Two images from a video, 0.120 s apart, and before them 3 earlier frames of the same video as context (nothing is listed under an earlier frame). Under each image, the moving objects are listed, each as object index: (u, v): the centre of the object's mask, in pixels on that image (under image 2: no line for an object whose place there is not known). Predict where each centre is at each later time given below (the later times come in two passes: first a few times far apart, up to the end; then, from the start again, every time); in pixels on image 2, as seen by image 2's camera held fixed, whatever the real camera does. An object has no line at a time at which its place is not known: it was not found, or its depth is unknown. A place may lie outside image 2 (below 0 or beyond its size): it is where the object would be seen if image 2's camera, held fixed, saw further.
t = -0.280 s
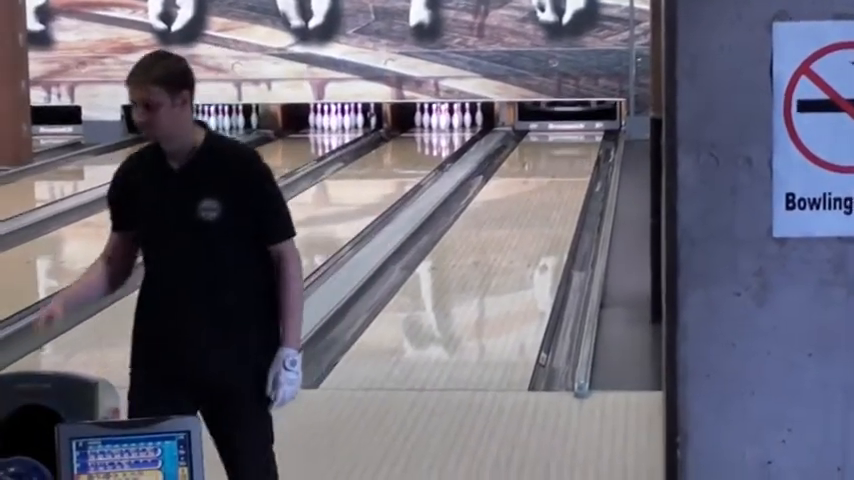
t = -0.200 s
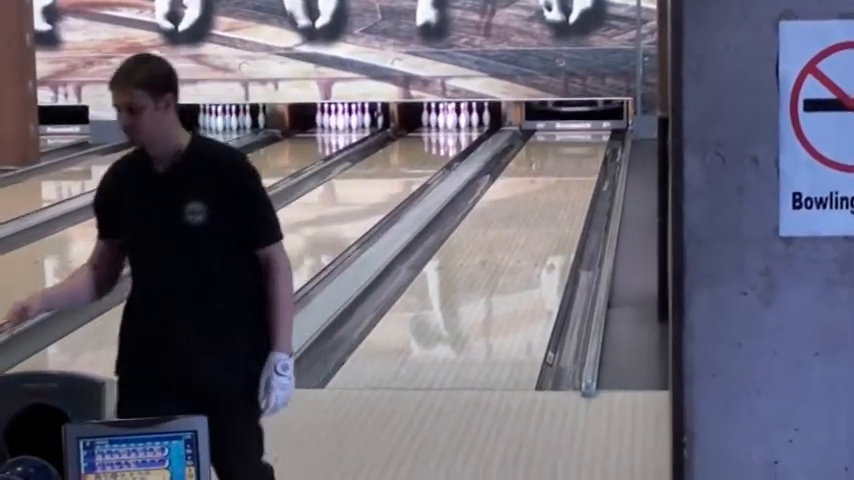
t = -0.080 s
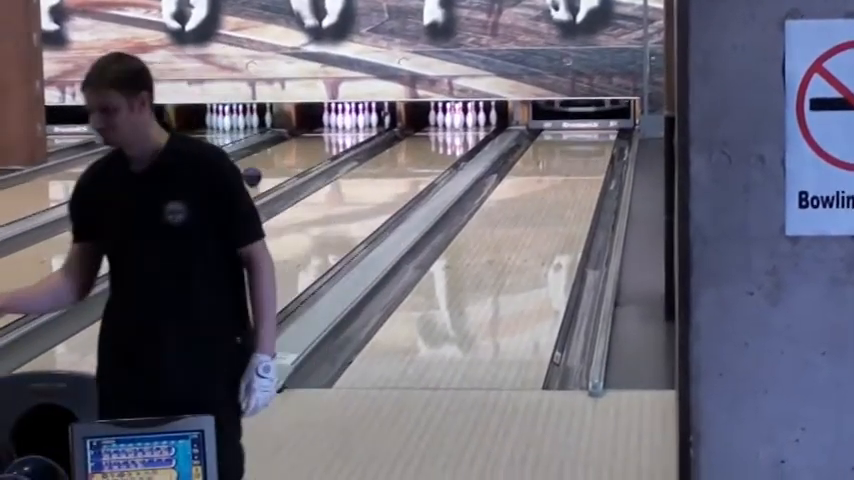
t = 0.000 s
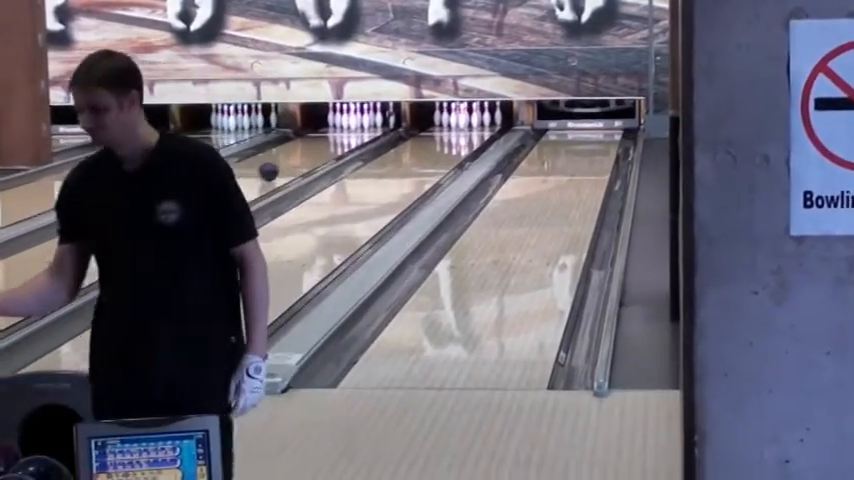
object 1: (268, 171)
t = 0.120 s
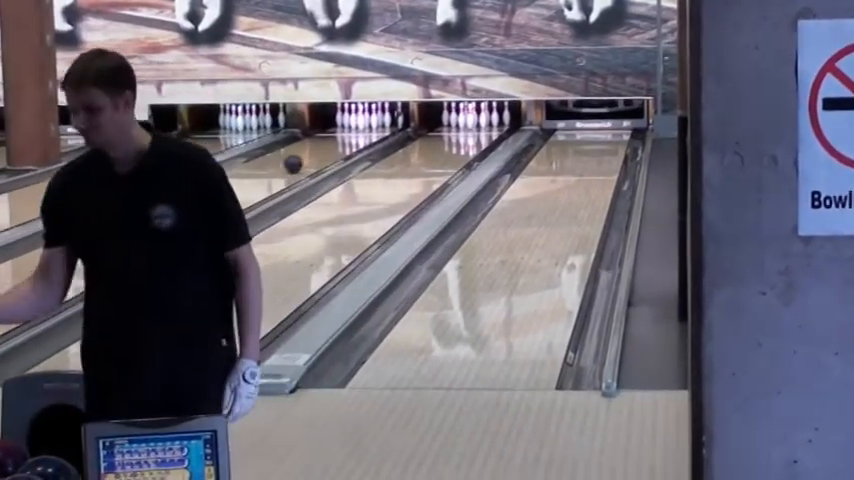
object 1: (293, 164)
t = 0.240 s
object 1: (308, 157)
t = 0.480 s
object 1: (332, 146)
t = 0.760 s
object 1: (350, 134)
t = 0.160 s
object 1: (298, 162)
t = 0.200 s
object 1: (303, 159)
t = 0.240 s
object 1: (308, 157)
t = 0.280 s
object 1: (312, 155)
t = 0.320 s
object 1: (317, 154)
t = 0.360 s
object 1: (320, 152)
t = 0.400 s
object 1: (324, 151)
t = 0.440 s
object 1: (328, 149)
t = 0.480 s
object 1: (332, 146)
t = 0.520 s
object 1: (335, 144)
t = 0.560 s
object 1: (338, 142)
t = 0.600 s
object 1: (341, 140)
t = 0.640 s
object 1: (344, 139)
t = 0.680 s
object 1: (346, 137)
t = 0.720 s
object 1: (348, 135)
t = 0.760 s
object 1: (350, 134)
